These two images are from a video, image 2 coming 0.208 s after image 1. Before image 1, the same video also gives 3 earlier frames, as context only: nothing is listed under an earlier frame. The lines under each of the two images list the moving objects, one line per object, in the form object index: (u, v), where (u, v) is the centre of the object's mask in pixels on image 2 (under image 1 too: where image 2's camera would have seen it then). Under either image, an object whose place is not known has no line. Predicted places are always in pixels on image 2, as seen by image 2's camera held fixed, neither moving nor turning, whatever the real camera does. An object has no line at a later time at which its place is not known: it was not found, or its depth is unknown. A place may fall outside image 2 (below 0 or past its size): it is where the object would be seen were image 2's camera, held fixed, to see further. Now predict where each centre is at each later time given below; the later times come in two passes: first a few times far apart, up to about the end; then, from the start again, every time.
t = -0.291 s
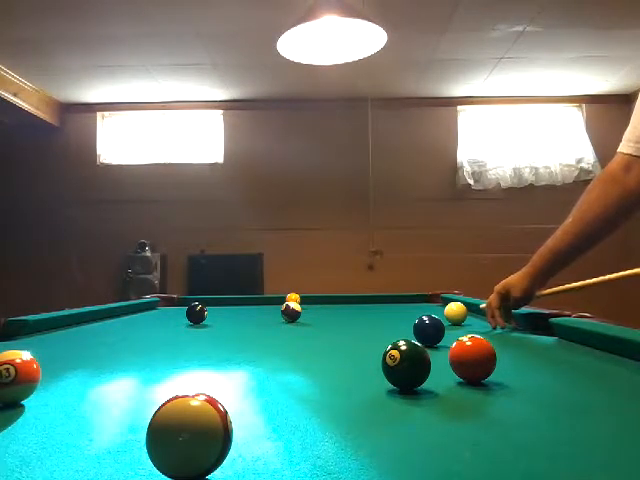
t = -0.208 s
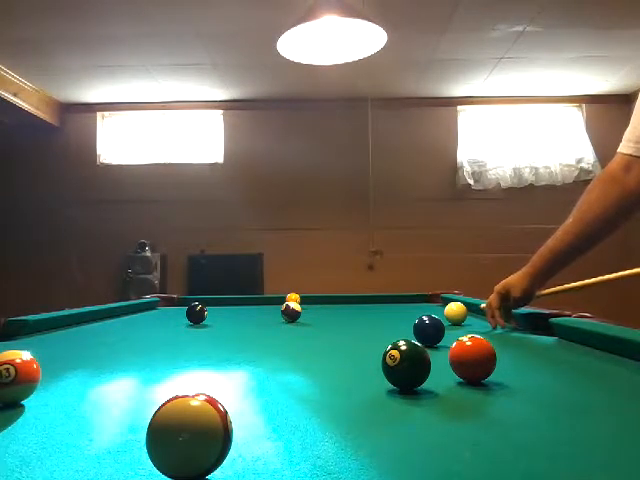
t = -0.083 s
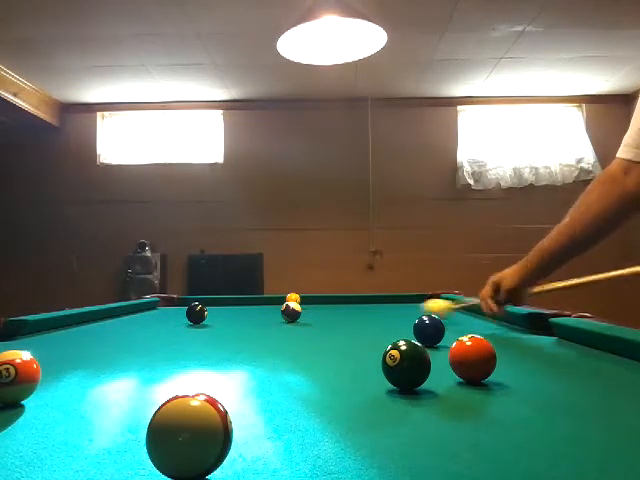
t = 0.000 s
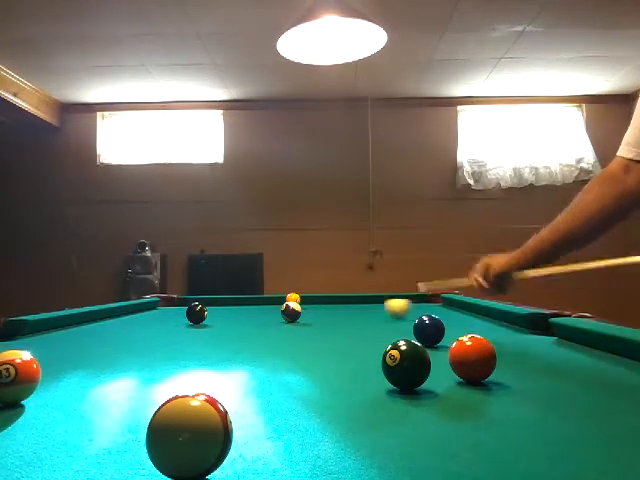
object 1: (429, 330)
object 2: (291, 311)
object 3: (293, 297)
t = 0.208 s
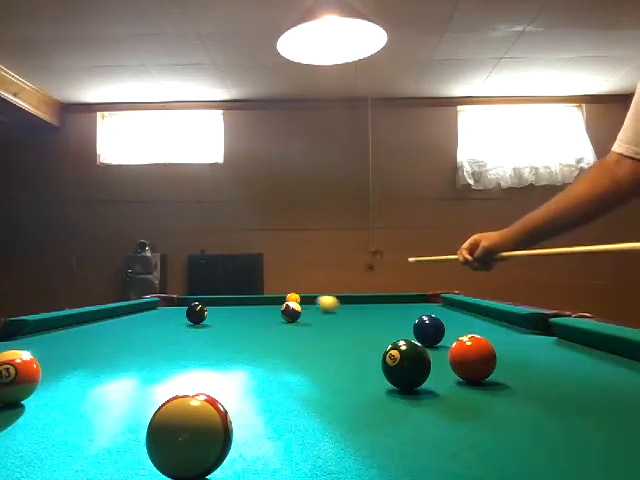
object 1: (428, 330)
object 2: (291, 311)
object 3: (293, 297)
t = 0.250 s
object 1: (428, 330)
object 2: (291, 311)
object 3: (293, 297)
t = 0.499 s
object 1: (429, 330)
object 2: (291, 311)
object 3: (298, 298)
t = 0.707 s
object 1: (429, 330)
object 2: (291, 311)
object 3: (305, 298)
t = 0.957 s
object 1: (429, 330)
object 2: (291, 311)
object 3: (312, 298)
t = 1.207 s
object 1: (429, 330)
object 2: (291, 311)
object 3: (318, 298)
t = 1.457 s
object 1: (429, 330)
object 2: (291, 311)
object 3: (323, 297)
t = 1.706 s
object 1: (429, 330)
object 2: (291, 311)
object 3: (328, 297)
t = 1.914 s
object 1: (429, 330)
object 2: (291, 311)
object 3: (330, 297)
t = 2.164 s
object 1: (429, 330)
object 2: (290, 310)
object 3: (332, 297)
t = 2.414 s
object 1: (429, 330)
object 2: (296, 314)
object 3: (332, 297)
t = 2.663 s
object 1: (429, 330)
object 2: (301, 316)
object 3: (333, 296)
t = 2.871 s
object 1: (429, 330)
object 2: (305, 318)
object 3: (332, 297)
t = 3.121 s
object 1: (429, 330)
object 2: (308, 321)
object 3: (332, 297)
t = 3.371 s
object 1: (429, 330)
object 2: (312, 324)
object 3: (332, 297)
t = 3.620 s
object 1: (429, 330)
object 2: (315, 327)
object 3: (332, 297)
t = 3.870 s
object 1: (429, 330)
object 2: (318, 330)
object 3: (332, 297)
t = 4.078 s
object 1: (429, 330)
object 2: (320, 333)
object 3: (332, 297)
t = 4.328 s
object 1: (429, 330)
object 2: (322, 337)
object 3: (332, 297)
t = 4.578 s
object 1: (429, 330)
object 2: (323, 340)
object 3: (332, 297)
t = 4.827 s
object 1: (429, 330)
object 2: (323, 345)
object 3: (332, 297)
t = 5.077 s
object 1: (429, 330)
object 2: (323, 349)
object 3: (332, 297)
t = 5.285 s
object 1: (429, 330)
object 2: (322, 352)
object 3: (332, 297)
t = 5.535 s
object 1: (429, 330)
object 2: (322, 356)
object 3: (332, 297)
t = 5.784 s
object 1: (429, 330)
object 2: (320, 359)
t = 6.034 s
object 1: (429, 330)
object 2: (317, 363)
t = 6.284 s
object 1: (428, 330)
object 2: (314, 366)
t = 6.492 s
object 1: (428, 330)
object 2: (312, 368)
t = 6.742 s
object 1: (428, 330)
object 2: (312, 370)
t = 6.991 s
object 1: (429, 330)
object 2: (314, 371)
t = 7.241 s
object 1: (429, 330)
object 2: (316, 372)
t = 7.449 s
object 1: (428, 330)
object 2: (316, 372)
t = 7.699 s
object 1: (428, 330)
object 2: (316, 372)
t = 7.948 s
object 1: (429, 330)
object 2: (316, 372)
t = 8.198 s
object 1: (428, 330)
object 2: (316, 372)
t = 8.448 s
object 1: (428, 330)
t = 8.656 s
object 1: (428, 330)
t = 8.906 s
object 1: (428, 330)
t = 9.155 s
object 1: (428, 330)
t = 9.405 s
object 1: (428, 330)
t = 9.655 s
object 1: (423, 329)
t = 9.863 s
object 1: (415, 328)
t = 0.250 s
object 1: (428, 330)
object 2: (291, 311)
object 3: (293, 297)
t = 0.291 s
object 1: (428, 330)
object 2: (291, 311)
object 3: (292, 297)
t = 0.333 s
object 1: (428, 330)
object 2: (291, 311)
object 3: (290, 297)
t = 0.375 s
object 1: (428, 330)
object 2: (291, 311)
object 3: (295, 297)
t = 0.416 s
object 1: (428, 330)
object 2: (291, 311)
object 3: (295, 297)
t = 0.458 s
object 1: (428, 330)
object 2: (291, 311)
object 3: (296, 297)
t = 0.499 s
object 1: (429, 330)
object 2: (291, 311)
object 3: (298, 298)
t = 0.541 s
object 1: (429, 330)
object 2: (291, 311)
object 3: (299, 298)
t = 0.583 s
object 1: (429, 330)
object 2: (291, 311)
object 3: (301, 298)
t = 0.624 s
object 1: (429, 330)
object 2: (291, 311)
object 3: (302, 298)
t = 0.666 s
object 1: (429, 330)
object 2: (291, 311)
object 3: (303, 298)
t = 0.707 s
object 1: (429, 330)
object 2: (291, 311)
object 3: (305, 298)
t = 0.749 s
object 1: (429, 330)
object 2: (291, 311)
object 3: (306, 299)
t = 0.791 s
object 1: (429, 330)
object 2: (291, 311)
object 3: (307, 298)
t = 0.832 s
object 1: (429, 330)
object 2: (291, 311)
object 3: (309, 298)
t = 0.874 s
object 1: (429, 330)
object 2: (291, 311)
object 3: (310, 298)
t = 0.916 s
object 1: (429, 330)
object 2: (291, 311)
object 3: (311, 298)
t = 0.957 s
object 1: (429, 330)
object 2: (291, 311)
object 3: (312, 298)
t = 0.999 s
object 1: (429, 330)
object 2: (291, 311)
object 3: (313, 298)
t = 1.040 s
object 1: (429, 330)
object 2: (291, 311)
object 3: (314, 298)
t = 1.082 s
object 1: (429, 330)
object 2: (291, 311)
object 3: (316, 298)
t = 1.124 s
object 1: (429, 330)
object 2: (291, 311)
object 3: (316, 298)
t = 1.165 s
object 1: (429, 330)
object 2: (291, 311)
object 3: (318, 298)
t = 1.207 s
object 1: (429, 330)
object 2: (291, 311)
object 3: (318, 298)
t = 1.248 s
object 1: (429, 330)
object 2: (291, 311)
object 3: (319, 297)
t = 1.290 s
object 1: (429, 330)
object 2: (291, 311)
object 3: (320, 297)
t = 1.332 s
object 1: (429, 330)
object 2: (291, 311)
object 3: (320, 297)
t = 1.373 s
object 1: (429, 330)
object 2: (291, 311)
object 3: (322, 297)
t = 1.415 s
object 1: (429, 330)
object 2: (291, 311)
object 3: (323, 297)
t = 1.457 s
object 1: (429, 330)
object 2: (291, 311)
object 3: (323, 297)
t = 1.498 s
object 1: (429, 330)
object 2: (291, 311)
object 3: (325, 297)
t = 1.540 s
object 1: (429, 330)
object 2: (291, 311)
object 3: (325, 297)
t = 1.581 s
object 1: (429, 330)
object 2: (291, 311)
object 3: (326, 297)
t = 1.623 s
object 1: (429, 330)
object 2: (291, 311)
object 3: (327, 297)
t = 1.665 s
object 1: (429, 330)
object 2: (291, 311)
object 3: (327, 297)
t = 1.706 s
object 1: (429, 330)
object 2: (291, 311)
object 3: (328, 297)
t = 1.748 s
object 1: (429, 330)
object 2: (291, 311)
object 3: (328, 297)
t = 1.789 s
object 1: (429, 330)
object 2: (291, 311)
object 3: (329, 297)
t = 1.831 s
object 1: (429, 330)
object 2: (291, 311)
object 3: (329, 297)
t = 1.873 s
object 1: (429, 330)
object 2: (291, 311)
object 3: (330, 297)
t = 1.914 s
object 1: (429, 330)
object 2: (291, 311)
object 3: (330, 297)
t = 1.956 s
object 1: (429, 330)
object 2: (291, 311)
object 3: (330, 297)
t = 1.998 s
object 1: (429, 330)
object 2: (291, 311)
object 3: (331, 297)
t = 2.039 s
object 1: (429, 330)
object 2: (291, 311)
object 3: (331, 297)
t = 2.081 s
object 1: (429, 330)
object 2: (290, 311)
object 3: (331, 297)
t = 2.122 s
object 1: (429, 330)
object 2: (290, 311)
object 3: (332, 297)
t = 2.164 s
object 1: (429, 330)
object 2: (290, 310)
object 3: (332, 297)
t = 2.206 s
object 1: (429, 330)
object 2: (292, 311)
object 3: (332, 297)
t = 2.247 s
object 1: (429, 330)
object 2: (294, 311)
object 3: (332, 297)
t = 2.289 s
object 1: (429, 330)
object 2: (296, 311)
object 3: (332, 297)
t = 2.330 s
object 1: (429, 330)
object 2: (294, 313)
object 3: (332, 297)
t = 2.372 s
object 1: (429, 330)
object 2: (294, 314)
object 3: (332, 297)
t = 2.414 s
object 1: (429, 330)
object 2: (296, 314)
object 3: (332, 297)
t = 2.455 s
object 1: (429, 330)
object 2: (297, 314)
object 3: (333, 297)
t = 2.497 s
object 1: (429, 330)
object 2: (298, 314)
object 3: (333, 297)
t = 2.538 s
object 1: (429, 330)
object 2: (298, 315)
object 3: (333, 296)
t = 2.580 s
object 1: (429, 330)
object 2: (299, 315)
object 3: (333, 296)
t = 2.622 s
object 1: (429, 330)
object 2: (300, 316)
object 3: (333, 296)
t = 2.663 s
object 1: (429, 330)
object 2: (301, 316)
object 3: (333, 296)
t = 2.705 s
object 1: (429, 330)
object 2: (302, 316)
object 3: (332, 296)
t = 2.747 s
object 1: (429, 330)
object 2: (303, 317)
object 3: (332, 296)
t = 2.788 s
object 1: (429, 330)
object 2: (303, 317)
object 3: (332, 296)
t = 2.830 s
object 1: (429, 330)
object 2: (304, 318)
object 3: (332, 297)
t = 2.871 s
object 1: (429, 330)
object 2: (305, 318)
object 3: (332, 297)
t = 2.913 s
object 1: (429, 330)
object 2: (305, 318)
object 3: (332, 297)
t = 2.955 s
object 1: (429, 330)
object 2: (306, 319)
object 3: (332, 297)
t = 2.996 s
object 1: (429, 330)
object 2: (307, 320)
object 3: (332, 297)
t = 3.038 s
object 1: (429, 330)
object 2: (307, 320)
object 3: (332, 297)
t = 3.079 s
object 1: (429, 330)
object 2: (308, 321)
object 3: (332, 297)
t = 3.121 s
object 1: (429, 330)
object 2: (308, 321)
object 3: (332, 297)
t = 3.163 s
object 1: (429, 330)
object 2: (309, 322)
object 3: (332, 297)
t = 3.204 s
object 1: (429, 330)
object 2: (310, 322)
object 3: (332, 297)
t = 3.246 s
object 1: (429, 330)
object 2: (310, 322)
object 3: (332, 297)
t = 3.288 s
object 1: (429, 330)
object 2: (311, 323)
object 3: (332, 297)
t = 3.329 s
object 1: (429, 330)
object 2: (311, 323)
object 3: (332, 297)
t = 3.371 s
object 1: (429, 330)
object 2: (312, 324)
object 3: (332, 297)
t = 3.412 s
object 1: (429, 330)
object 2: (313, 324)
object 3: (332, 297)
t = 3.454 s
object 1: (429, 330)
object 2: (313, 325)
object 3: (332, 297)
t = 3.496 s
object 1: (429, 330)
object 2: (313, 325)
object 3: (332, 297)
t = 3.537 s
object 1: (429, 330)
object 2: (314, 326)
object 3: (332, 297)
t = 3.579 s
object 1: (429, 330)
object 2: (315, 326)
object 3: (332, 297)
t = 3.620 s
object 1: (429, 330)
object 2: (315, 327)
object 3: (332, 297)
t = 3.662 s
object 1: (429, 330)
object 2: (315, 328)
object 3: (332, 297)
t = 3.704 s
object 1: (429, 330)
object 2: (316, 328)
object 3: (332, 297)
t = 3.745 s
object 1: (429, 330)
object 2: (317, 328)
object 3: (332, 297)
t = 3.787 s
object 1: (429, 330)
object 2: (317, 329)
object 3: (332, 297)
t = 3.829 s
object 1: (429, 330)
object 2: (318, 330)
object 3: (332, 297)
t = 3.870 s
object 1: (429, 330)
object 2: (318, 330)
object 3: (332, 297)
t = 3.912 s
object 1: (429, 330)
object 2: (319, 330)
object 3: (332, 297)
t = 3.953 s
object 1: (429, 330)
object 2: (319, 332)
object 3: (332, 297)
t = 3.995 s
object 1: (429, 330)
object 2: (320, 332)
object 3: (332, 297)
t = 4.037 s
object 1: (429, 330)
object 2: (320, 333)
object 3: (332, 297)
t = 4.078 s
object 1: (429, 330)
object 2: (320, 333)
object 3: (332, 297)
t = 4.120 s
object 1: (429, 330)
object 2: (321, 334)
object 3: (332, 297)
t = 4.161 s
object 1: (429, 330)
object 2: (321, 334)
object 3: (332, 297)
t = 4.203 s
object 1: (429, 330)
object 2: (322, 335)
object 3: (332, 297)
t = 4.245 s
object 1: (429, 330)
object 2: (321, 336)
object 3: (332, 297)
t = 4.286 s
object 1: (429, 330)
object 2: (322, 336)
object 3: (332, 297)
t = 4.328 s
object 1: (429, 330)
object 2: (322, 337)
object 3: (332, 297)
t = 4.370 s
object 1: (429, 330)
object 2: (322, 338)
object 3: (332, 297)
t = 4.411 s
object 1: (429, 330)
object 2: (322, 338)
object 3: (332, 297)
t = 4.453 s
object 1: (429, 330)
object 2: (322, 339)
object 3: (332, 297)
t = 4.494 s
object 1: (429, 330)
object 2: (323, 339)
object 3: (332, 297)
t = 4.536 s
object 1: (429, 330)
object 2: (323, 340)
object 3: (332, 297)
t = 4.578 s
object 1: (429, 330)
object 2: (323, 340)
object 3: (332, 297)
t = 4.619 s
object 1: (429, 330)
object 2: (323, 341)
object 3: (332, 297)
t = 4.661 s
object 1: (429, 330)
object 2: (323, 342)
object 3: (332, 297)
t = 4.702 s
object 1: (429, 330)
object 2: (323, 343)
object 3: (332, 297)
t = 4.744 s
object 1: (429, 330)
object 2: (323, 343)
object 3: (332, 297)
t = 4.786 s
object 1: (429, 330)
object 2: (323, 344)
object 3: (332, 297)
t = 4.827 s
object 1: (429, 330)
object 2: (323, 345)
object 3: (332, 297)
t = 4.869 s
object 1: (429, 330)
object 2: (323, 346)
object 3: (332, 297)
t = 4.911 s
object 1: (429, 330)
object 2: (323, 346)
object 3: (332, 297)
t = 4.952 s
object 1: (429, 330)
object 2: (323, 347)
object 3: (332, 297)
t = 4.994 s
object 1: (429, 330)
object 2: (323, 347)
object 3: (332, 297)
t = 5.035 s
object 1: (429, 330)
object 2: (323, 348)
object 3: (332, 297)
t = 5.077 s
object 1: (429, 330)
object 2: (323, 349)
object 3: (332, 297)
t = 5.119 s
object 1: (429, 330)
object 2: (323, 349)
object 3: (332, 297)
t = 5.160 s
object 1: (429, 330)
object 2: (323, 350)
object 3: (332, 297)
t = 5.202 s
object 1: (429, 330)
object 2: (322, 351)
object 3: (332, 297)
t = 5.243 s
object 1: (429, 330)
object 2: (322, 351)
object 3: (332, 297)
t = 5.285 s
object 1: (429, 330)
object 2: (322, 352)
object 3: (332, 297)
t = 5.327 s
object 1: (429, 330)
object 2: (322, 352)
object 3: (332, 297)
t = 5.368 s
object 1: (429, 330)
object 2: (322, 353)
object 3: (332, 297)
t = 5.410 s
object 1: (429, 330)
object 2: (322, 354)
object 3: (332, 297)
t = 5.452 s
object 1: (429, 330)
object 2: (322, 354)
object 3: (332, 297)
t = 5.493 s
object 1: (429, 330)
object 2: (322, 355)
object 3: (332, 297)
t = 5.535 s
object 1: (429, 330)
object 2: (322, 356)
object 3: (332, 297)
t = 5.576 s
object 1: (429, 330)
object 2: (322, 356)
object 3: (332, 297)
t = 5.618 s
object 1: (429, 330)
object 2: (322, 357)
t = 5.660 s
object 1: (429, 330)
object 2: (321, 358)
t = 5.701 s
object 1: (429, 330)
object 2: (321, 358)
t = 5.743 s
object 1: (429, 330)
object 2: (320, 359)
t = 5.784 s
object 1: (429, 330)
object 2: (320, 359)
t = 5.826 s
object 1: (428, 330)
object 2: (320, 360)
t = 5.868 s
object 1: (429, 330)
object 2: (319, 360)
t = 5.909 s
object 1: (429, 330)
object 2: (319, 361)
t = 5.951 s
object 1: (428, 330)
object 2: (318, 362)
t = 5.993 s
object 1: (428, 330)
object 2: (318, 362)
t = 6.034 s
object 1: (429, 330)
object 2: (317, 363)
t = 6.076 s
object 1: (428, 330)
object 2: (316, 364)
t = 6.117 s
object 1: (429, 330)
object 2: (316, 364)
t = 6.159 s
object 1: (428, 330)
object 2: (315, 364)
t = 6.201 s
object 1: (429, 330)
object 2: (315, 365)
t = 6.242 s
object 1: (429, 330)
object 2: (315, 365)
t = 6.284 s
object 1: (428, 330)
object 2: (314, 366)
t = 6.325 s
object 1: (428, 330)
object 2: (314, 366)
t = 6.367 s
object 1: (429, 330)
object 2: (313, 366)
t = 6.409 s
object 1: (428, 330)
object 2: (313, 366)
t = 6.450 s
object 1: (429, 330)
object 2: (312, 367)
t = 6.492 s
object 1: (428, 330)
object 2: (312, 368)
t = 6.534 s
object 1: (428, 330)
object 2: (312, 368)
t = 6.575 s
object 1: (428, 330)
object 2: (312, 369)
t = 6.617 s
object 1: (428, 330)
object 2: (312, 369)
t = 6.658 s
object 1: (429, 330)
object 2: (312, 369)
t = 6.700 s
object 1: (428, 330)
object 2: (312, 370)
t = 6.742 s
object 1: (428, 330)
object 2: (312, 370)
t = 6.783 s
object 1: (428, 330)
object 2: (313, 370)
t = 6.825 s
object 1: (428, 330)
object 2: (313, 371)
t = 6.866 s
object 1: (429, 330)
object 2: (313, 371)
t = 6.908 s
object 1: (428, 330)
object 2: (314, 371)
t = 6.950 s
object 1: (428, 330)
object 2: (314, 371)
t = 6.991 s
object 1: (429, 330)
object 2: (314, 371)
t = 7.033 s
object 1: (428, 330)
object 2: (314, 371)
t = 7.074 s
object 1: (428, 330)
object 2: (315, 372)
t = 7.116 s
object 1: (428, 330)
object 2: (315, 372)
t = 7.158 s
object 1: (429, 330)
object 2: (316, 372)
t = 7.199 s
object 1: (428, 330)
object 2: (316, 372)
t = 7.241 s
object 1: (429, 330)
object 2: (316, 372)
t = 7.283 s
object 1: (428, 330)
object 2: (316, 372)
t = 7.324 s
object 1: (429, 330)
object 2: (316, 372)
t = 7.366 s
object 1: (428, 330)
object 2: (316, 372)
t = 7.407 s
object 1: (428, 330)
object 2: (316, 372)
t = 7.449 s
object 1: (428, 330)
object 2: (316, 372)
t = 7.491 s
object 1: (428, 330)
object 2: (316, 372)
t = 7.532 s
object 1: (428, 330)
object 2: (316, 372)
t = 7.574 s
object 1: (428, 330)
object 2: (316, 372)
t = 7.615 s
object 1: (428, 330)
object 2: (316, 372)
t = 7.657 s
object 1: (428, 330)
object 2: (316, 372)
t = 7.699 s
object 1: (428, 330)
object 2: (316, 372)
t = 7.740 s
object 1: (428, 330)
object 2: (316, 372)
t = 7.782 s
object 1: (428, 330)
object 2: (316, 372)
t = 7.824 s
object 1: (428, 330)
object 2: (316, 372)
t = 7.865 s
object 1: (428, 330)
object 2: (316, 372)
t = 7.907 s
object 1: (428, 330)
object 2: (316, 372)
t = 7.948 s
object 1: (429, 330)
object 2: (316, 372)
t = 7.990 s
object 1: (428, 330)
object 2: (316, 372)
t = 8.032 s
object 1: (428, 330)
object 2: (316, 372)
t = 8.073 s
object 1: (428, 330)
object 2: (316, 372)
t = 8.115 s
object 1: (428, 330)
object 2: (316, 372)
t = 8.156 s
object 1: (428, 330)
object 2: (316, 372)
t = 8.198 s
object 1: (428, 330)
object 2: (316, 372)
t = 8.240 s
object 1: (428, 330)
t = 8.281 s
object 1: (428, 330)
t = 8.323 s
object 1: (428, 330)
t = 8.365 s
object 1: (428, 330)
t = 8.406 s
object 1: (428, 330)
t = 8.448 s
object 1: (428, 330)
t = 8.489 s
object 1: (428, 330)
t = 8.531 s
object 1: (429, 330)
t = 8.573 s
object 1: (428, 330)
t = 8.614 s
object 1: (428, 330)
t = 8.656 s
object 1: (428, 330)
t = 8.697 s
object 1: (428, 330)
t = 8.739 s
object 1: (428, 330)
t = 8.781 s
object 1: (428, 330)
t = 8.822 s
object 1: (428, 330)
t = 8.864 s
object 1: (428, 330)
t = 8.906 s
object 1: (428, 330)
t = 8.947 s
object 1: (428, 330)
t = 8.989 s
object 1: (428, 330)
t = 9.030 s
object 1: (428, 330)
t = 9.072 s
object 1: (428, 330)
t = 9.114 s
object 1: (428, 330)
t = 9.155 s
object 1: (428, 330)
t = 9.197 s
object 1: (429, 330)
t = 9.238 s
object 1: (428, 330)
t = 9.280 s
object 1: (428, 330)
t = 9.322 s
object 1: (428, 330)
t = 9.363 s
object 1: (428, 330)
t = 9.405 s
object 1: (428, 330)
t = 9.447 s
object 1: (428, 330)
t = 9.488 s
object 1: (428, 330)
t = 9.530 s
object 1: (428, 330)
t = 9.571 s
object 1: (427, 329)
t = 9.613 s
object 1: (425, 329)
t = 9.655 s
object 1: (423, 329)
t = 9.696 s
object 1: (422, 329)
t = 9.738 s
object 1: (420, 329)
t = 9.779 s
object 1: (418, 328)
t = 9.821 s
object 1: (417, 328)
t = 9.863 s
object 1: (415, 328)
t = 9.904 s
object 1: (414, 328)
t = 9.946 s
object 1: (413, 328)
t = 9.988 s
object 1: (411, 328)
